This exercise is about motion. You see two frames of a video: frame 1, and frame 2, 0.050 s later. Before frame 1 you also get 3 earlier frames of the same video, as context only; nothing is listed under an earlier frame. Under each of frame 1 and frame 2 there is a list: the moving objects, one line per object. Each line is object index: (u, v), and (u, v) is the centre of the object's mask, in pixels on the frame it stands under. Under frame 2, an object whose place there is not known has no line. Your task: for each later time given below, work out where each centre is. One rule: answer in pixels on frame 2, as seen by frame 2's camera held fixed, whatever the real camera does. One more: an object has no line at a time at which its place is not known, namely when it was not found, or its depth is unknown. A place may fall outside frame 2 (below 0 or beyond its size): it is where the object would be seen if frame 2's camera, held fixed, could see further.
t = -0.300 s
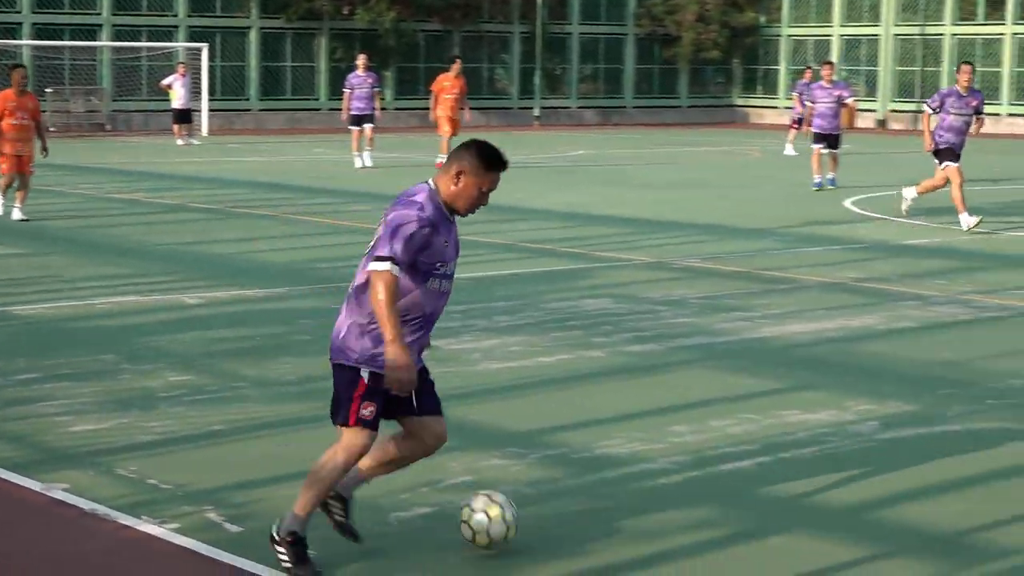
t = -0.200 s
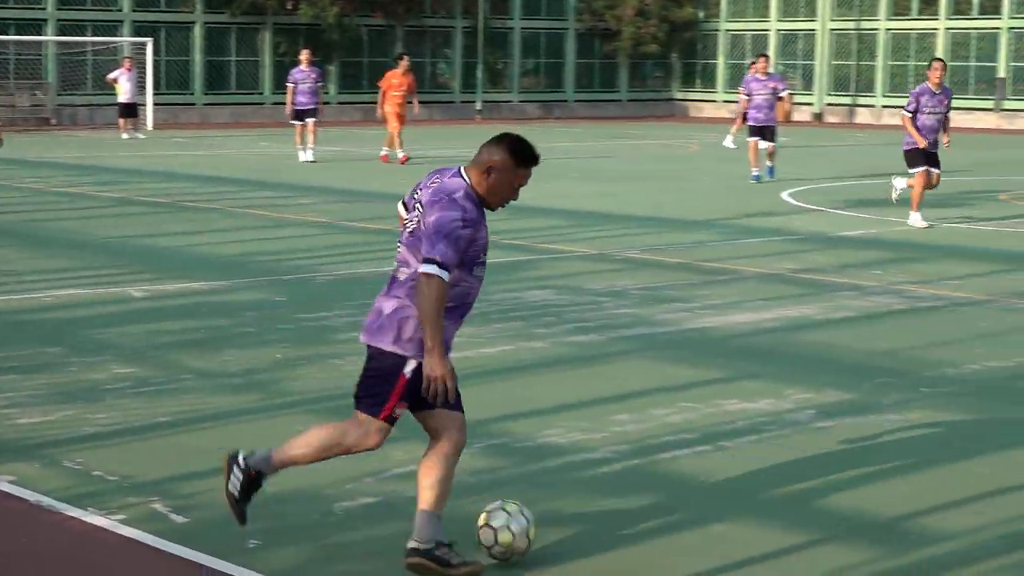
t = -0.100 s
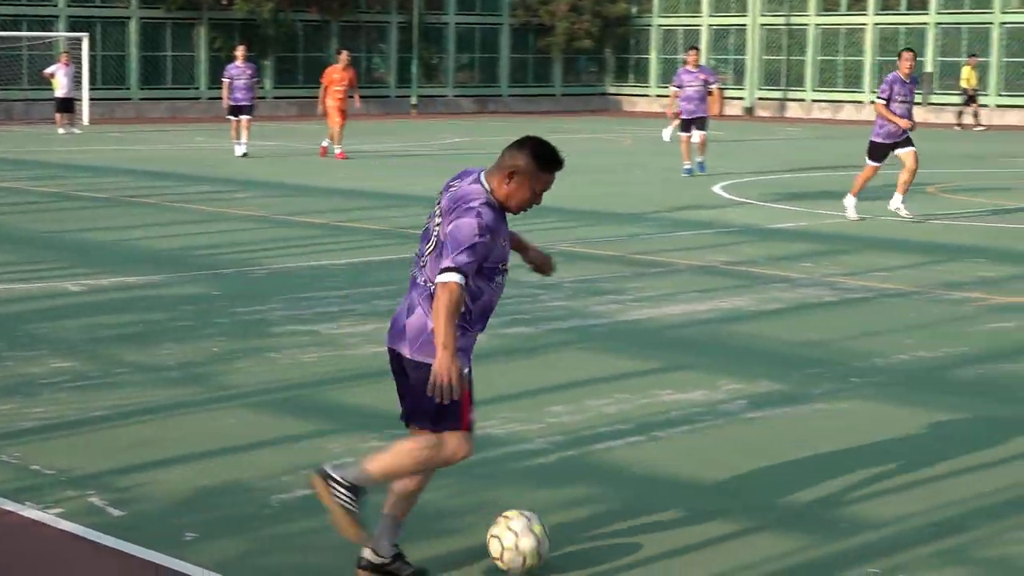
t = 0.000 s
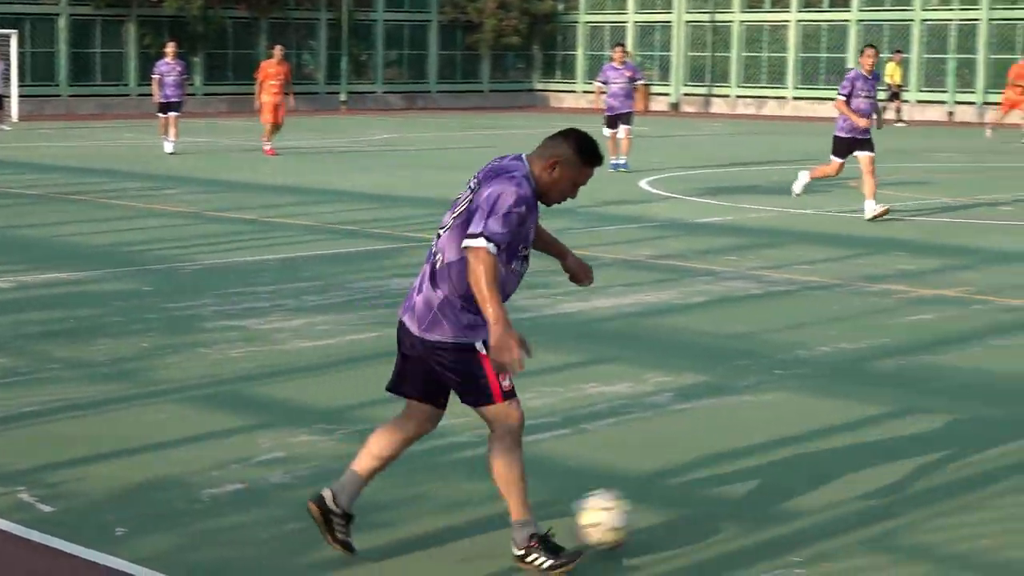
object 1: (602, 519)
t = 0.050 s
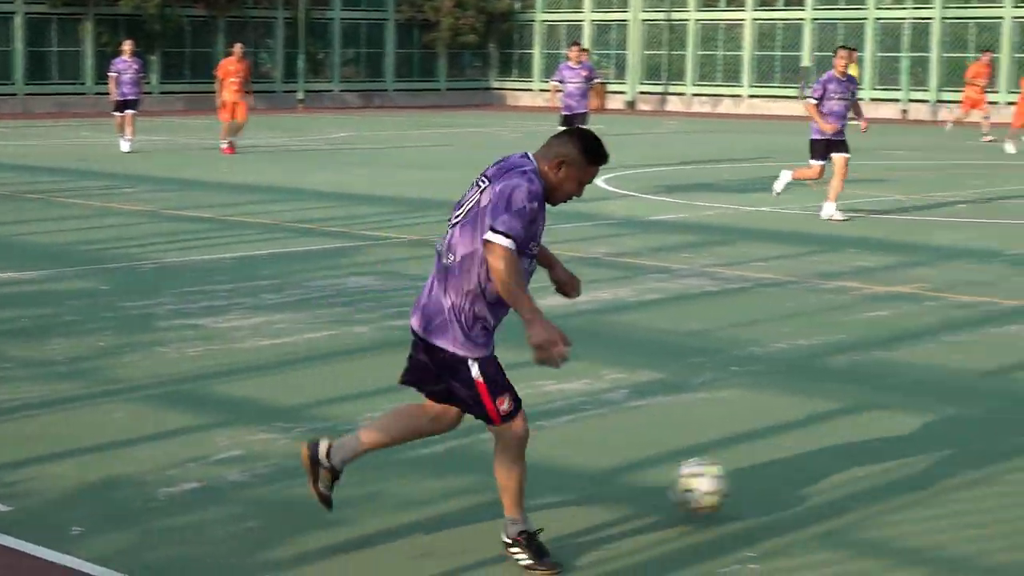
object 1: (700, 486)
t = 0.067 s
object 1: (744, 478)
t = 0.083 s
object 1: (786, 472)
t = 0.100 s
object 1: (827, 466)
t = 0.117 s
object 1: (868, 460)
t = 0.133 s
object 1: (905, 456)
